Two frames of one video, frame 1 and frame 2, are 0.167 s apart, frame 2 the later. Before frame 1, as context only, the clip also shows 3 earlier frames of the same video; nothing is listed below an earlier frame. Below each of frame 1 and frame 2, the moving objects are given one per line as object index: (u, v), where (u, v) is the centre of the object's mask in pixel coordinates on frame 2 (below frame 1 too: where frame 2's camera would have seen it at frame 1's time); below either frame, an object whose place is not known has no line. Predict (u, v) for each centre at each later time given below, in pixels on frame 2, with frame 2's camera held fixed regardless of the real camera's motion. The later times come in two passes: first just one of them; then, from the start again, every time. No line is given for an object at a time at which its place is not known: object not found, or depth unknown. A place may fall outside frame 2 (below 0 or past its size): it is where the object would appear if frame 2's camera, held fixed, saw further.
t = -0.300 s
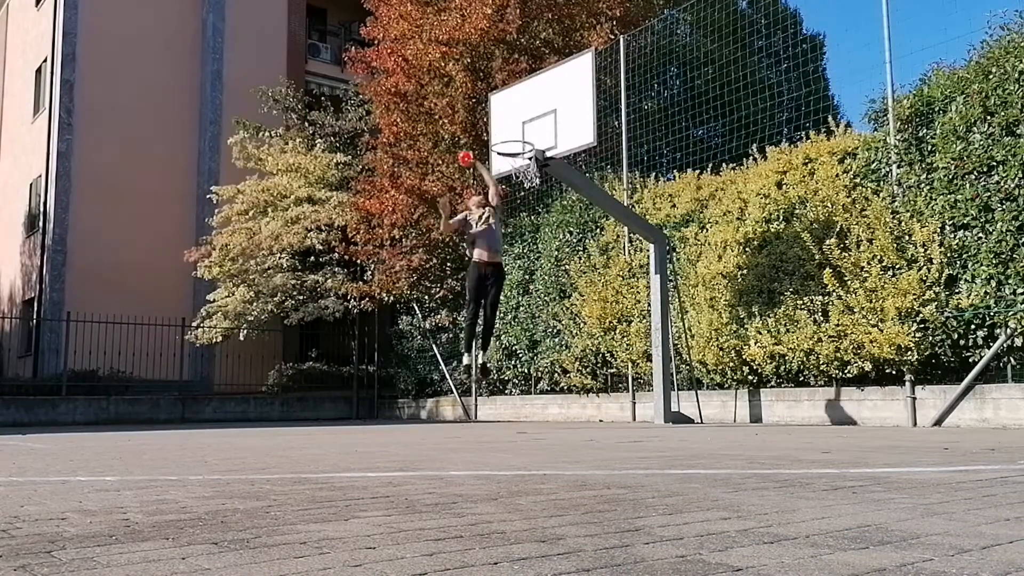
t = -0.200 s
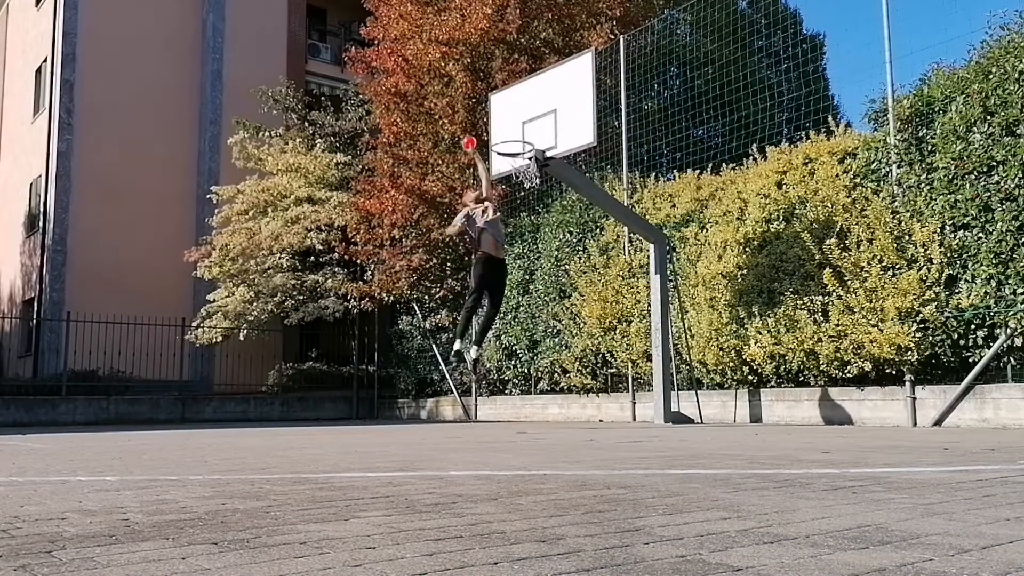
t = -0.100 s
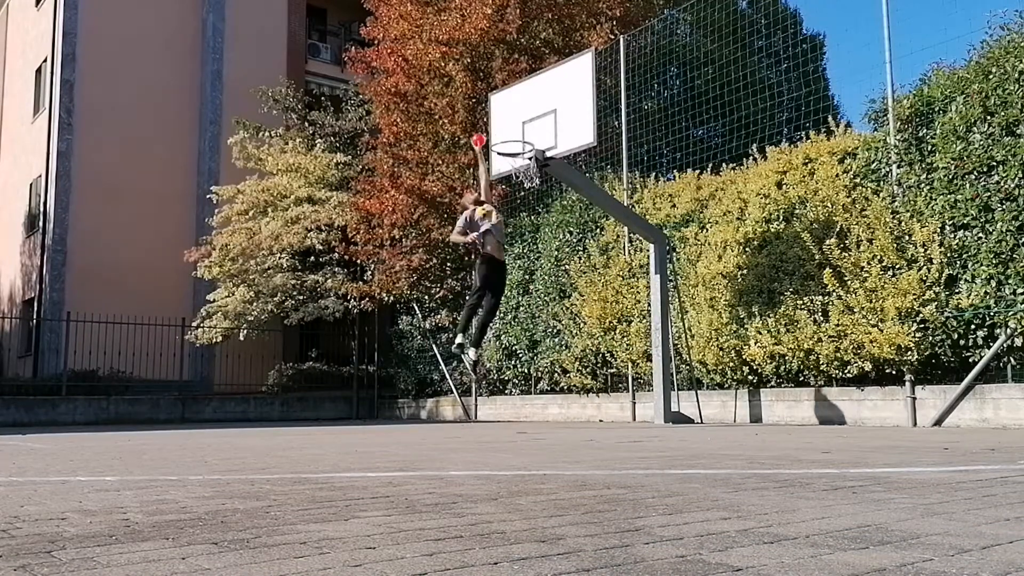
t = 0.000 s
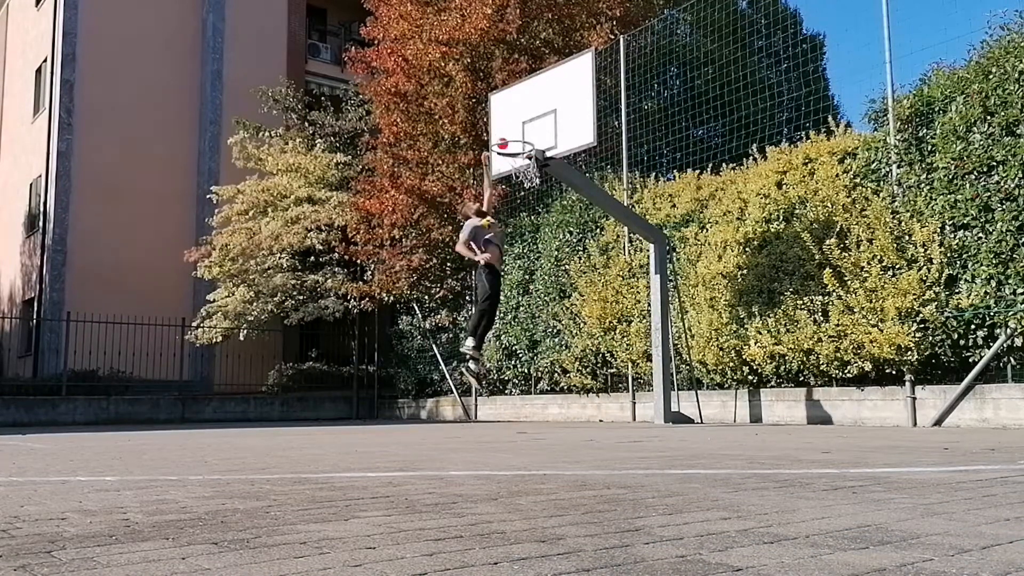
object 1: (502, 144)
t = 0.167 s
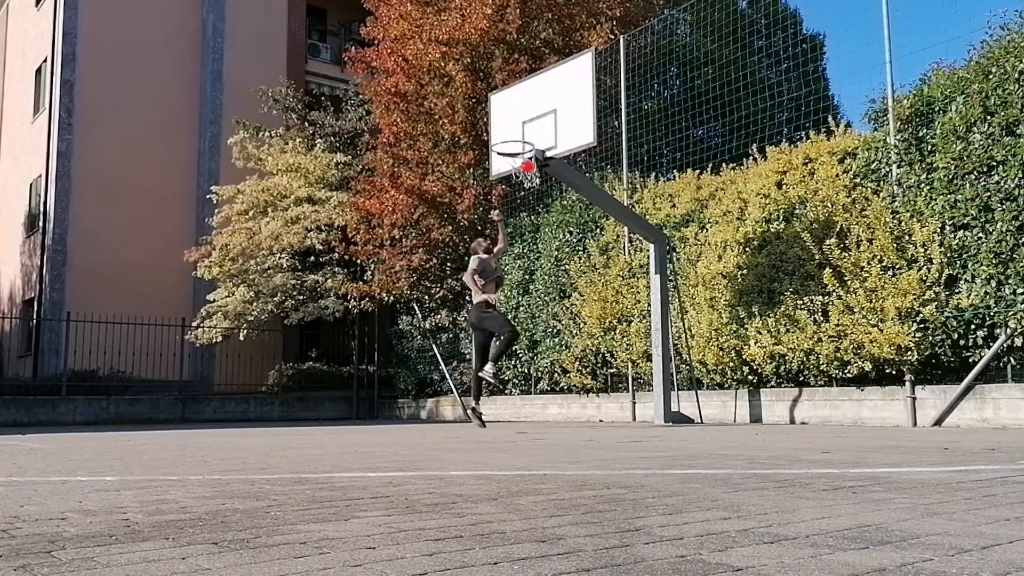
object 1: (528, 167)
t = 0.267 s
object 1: (529, 190)
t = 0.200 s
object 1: (528, 173)
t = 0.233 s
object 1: (528, 181)
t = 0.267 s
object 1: (529, 190)
